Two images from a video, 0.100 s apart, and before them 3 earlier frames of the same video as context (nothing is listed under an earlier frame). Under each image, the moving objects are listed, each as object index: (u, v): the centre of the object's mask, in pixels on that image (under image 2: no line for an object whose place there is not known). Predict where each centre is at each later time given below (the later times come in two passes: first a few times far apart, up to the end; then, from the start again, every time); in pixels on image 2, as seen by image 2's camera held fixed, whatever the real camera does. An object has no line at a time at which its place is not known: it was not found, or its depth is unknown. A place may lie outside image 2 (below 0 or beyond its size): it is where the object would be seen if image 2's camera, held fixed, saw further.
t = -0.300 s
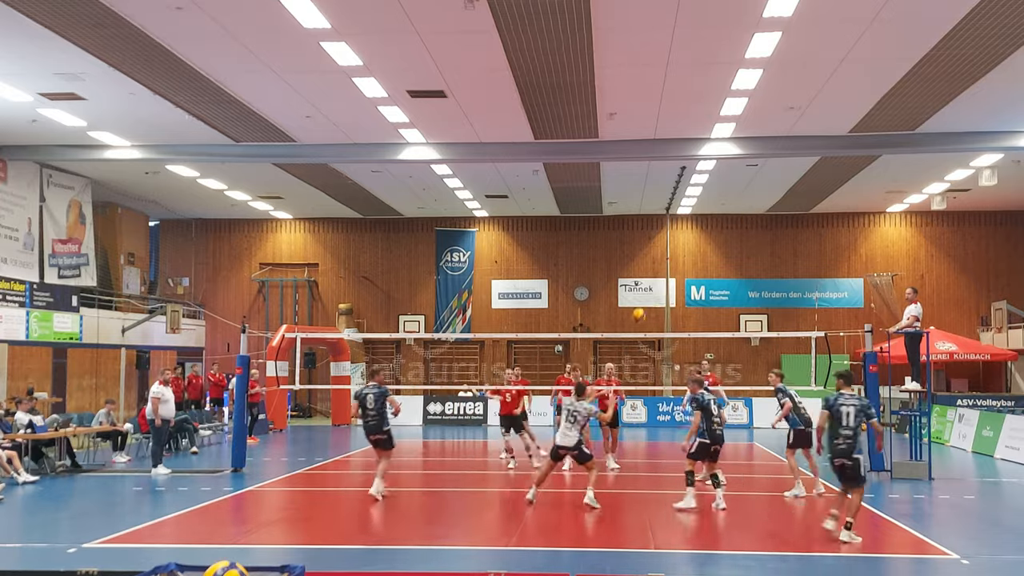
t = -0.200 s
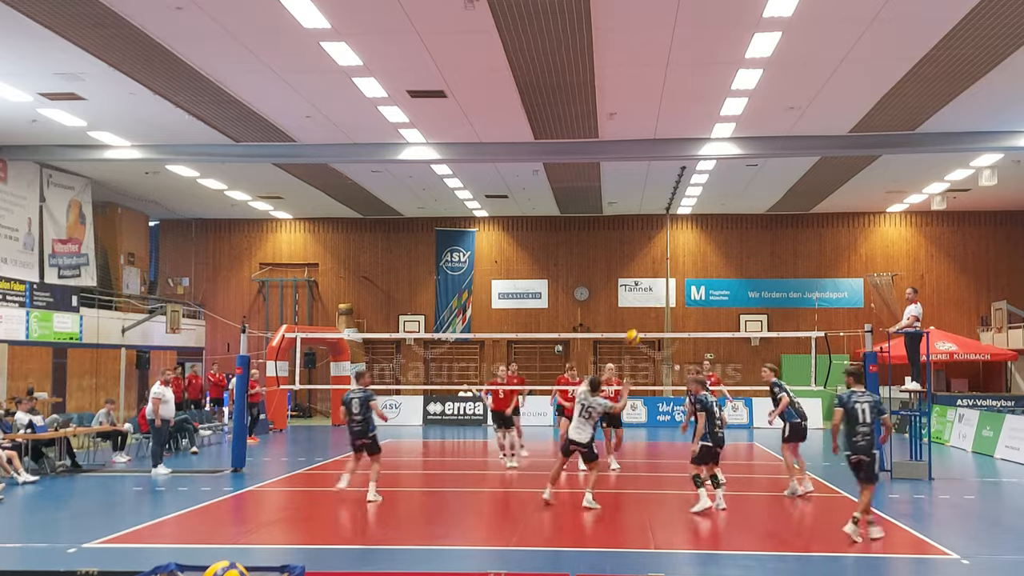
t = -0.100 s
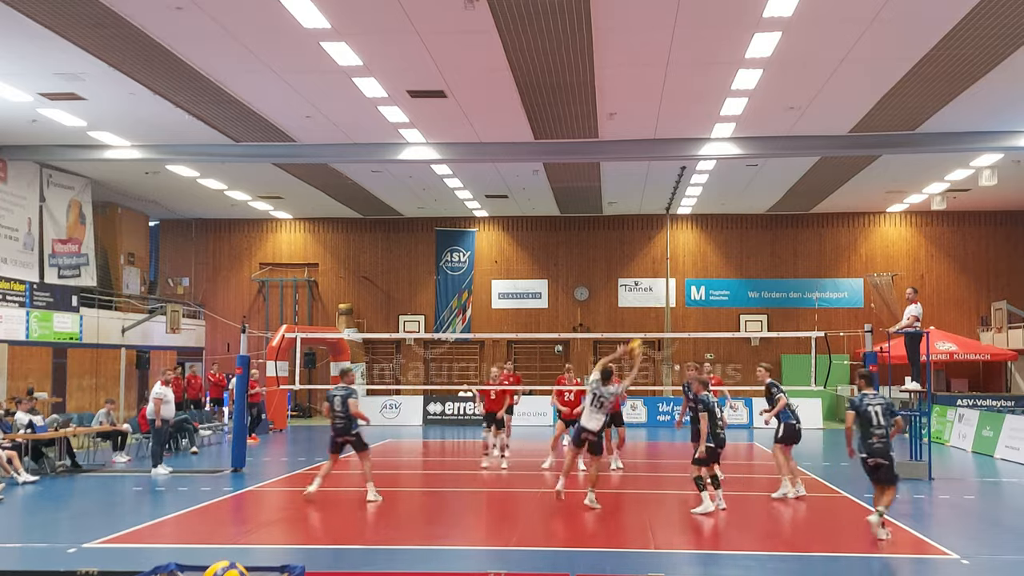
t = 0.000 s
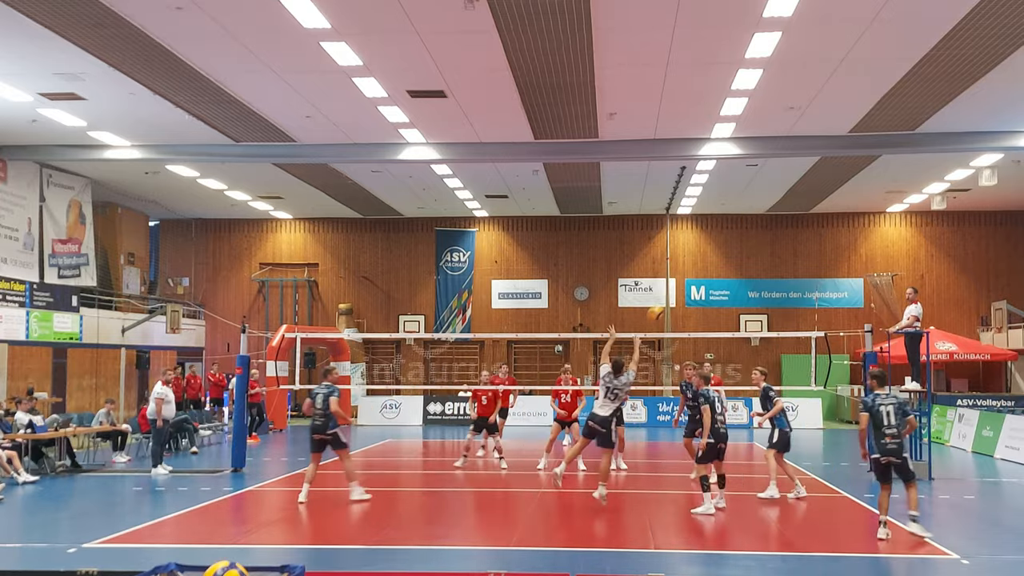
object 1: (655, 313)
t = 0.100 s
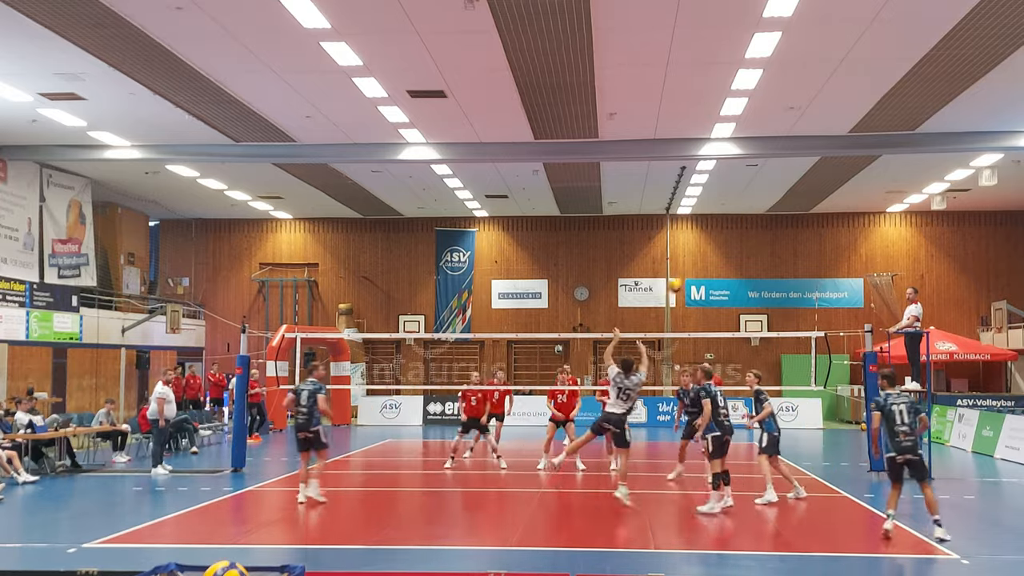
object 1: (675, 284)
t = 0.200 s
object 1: (696, 264)
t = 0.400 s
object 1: (732, 250)
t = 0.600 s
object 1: (766, 263)
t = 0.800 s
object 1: (800, 300)
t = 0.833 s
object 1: (805, 309)
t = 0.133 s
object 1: (683, 277)
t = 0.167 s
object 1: (688, 272)
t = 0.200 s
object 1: (696, 264)
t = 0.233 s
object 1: (701, 260)
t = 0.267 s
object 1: (707, 257)
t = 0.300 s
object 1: (714, 254)
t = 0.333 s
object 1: (720, 252)
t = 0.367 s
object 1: (726, 251)
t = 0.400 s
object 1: (732, 250)
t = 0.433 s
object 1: (737, 251)
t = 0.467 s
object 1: (743, 252)
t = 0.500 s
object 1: (749, 254)
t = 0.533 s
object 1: (755, 256)
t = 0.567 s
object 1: (760, 259)
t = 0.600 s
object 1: (766, 263)
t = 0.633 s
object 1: (771, 267)
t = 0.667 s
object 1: (778, 272)
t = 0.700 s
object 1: (783, 279)
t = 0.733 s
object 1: (789, 285)
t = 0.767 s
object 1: (794, 292)
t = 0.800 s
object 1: (800, 300)
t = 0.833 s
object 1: (805, 309)
